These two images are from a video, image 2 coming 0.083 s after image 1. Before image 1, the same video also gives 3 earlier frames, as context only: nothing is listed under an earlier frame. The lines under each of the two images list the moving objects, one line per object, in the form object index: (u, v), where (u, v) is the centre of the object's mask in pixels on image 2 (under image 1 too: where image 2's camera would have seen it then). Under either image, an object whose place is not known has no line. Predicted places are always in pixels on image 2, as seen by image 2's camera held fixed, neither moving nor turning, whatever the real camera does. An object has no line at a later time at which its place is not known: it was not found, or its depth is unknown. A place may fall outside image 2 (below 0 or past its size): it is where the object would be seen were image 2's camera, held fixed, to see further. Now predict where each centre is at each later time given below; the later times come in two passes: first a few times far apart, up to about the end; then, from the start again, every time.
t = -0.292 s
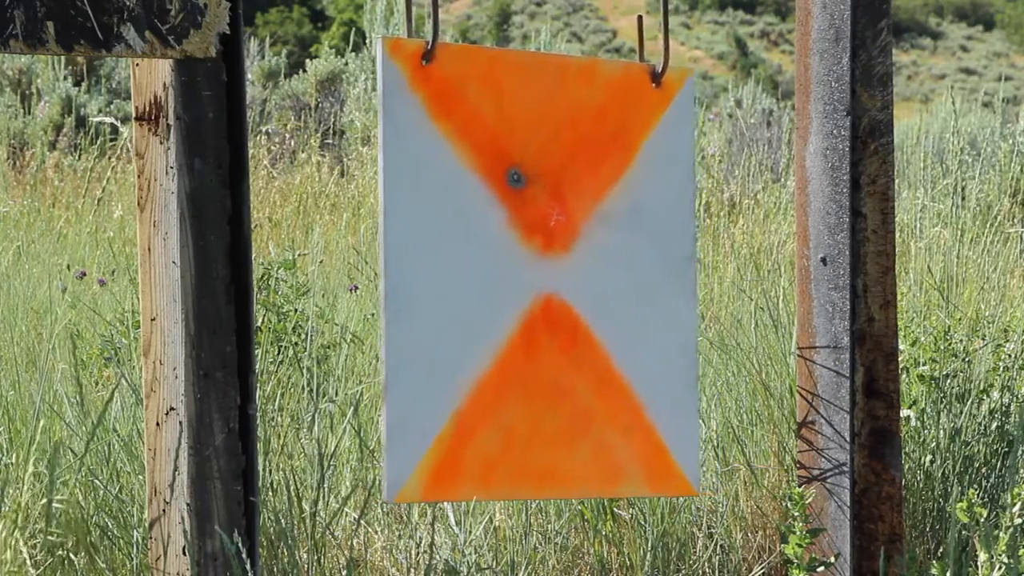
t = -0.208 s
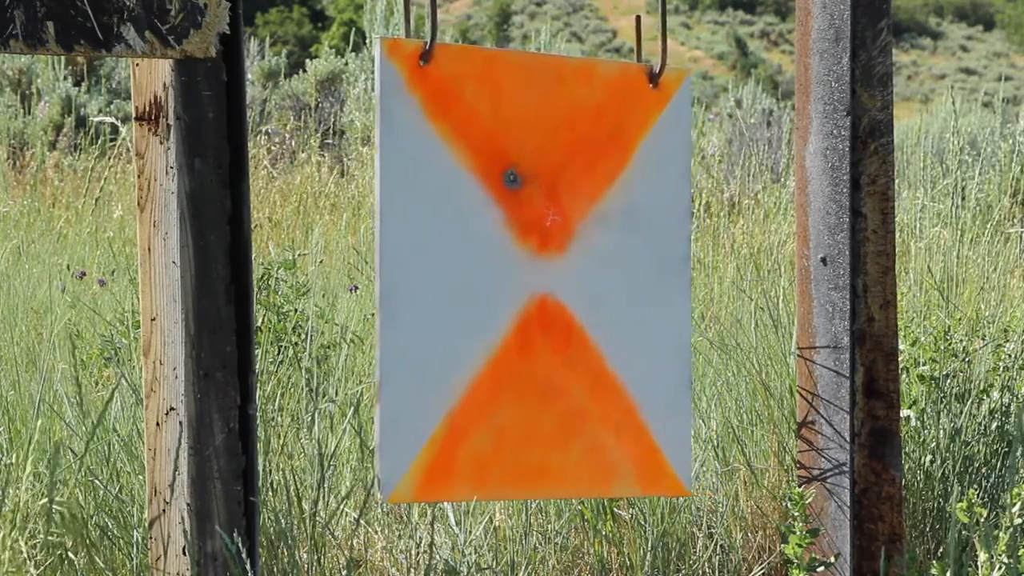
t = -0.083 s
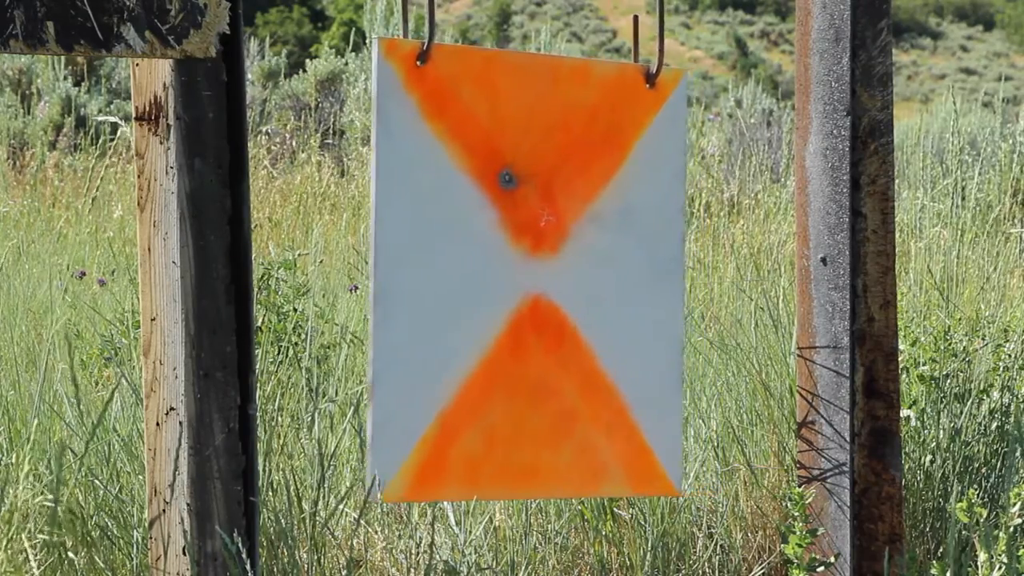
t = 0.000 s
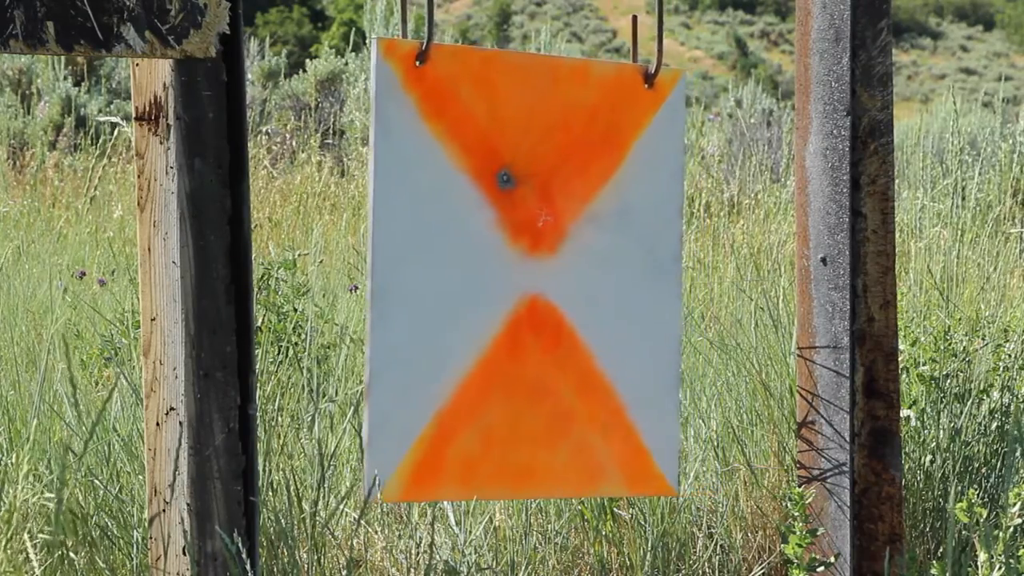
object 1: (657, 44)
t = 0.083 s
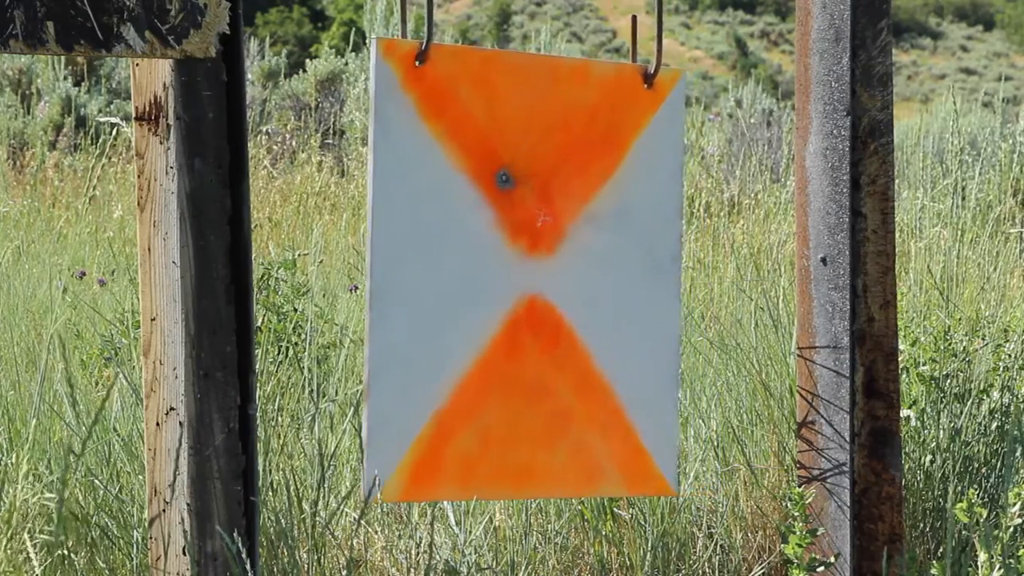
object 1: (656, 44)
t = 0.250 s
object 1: (657, 44)
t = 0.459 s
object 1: (643, 45)
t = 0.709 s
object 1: (657, 45)
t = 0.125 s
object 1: (656, 44)
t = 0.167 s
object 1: (656, 44)
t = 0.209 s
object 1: (656, 47)
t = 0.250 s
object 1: (657, 44)
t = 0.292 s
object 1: (658, 44)
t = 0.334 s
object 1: (658, 44)
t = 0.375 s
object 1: (656, 44)
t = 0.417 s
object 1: (649, 45)
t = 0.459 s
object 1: (643, 45)
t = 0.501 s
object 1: (640, 43)
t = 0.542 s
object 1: (641, 43)
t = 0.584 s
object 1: (643, 44)
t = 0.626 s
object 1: (648, 49)
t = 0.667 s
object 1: (652, 48)
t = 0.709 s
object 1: (657, 45)
